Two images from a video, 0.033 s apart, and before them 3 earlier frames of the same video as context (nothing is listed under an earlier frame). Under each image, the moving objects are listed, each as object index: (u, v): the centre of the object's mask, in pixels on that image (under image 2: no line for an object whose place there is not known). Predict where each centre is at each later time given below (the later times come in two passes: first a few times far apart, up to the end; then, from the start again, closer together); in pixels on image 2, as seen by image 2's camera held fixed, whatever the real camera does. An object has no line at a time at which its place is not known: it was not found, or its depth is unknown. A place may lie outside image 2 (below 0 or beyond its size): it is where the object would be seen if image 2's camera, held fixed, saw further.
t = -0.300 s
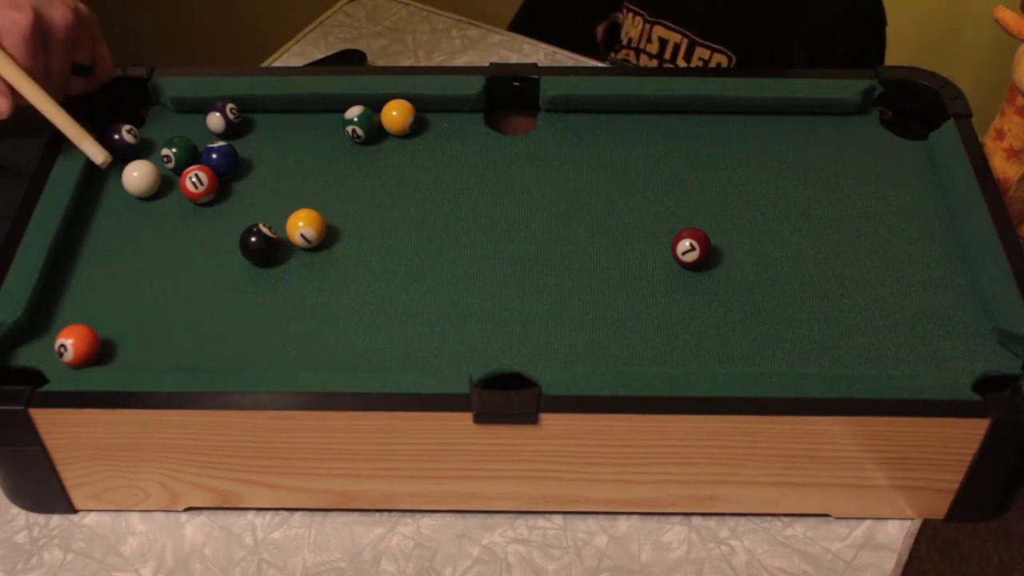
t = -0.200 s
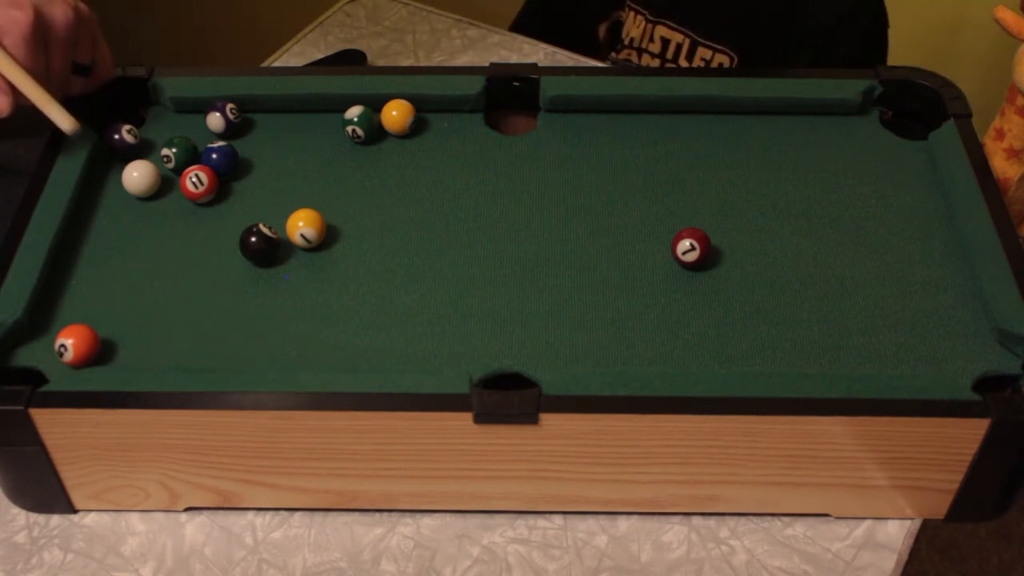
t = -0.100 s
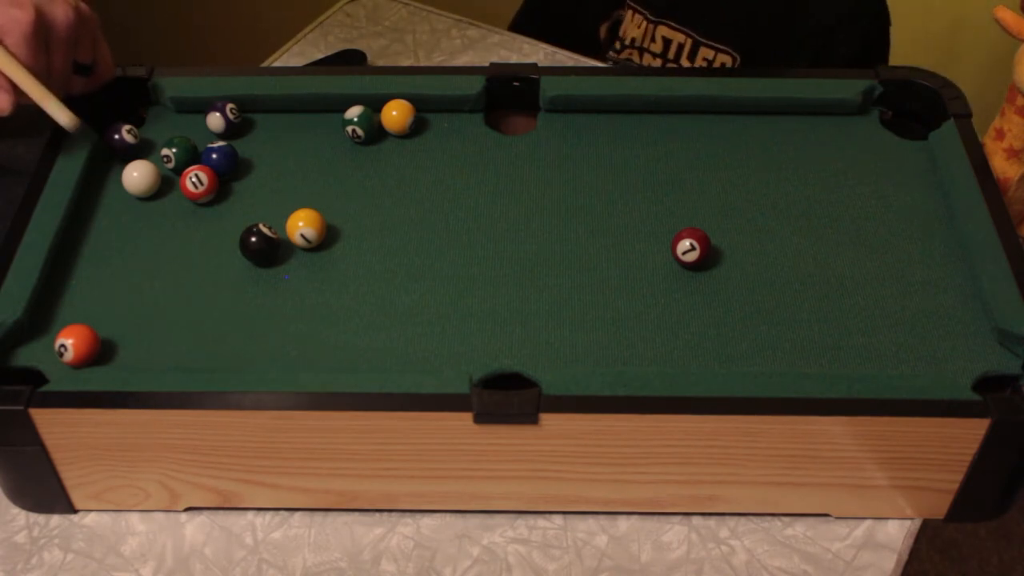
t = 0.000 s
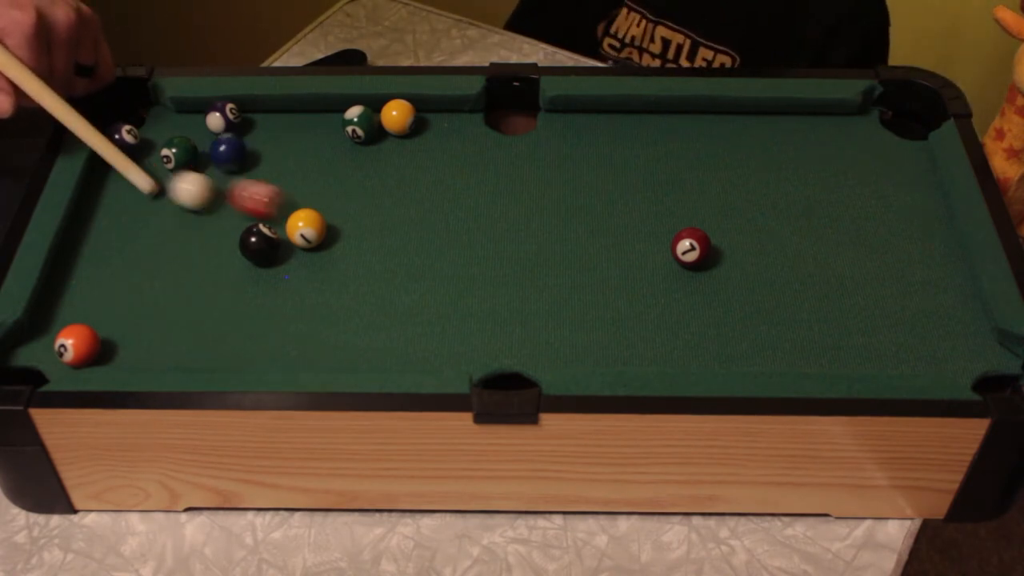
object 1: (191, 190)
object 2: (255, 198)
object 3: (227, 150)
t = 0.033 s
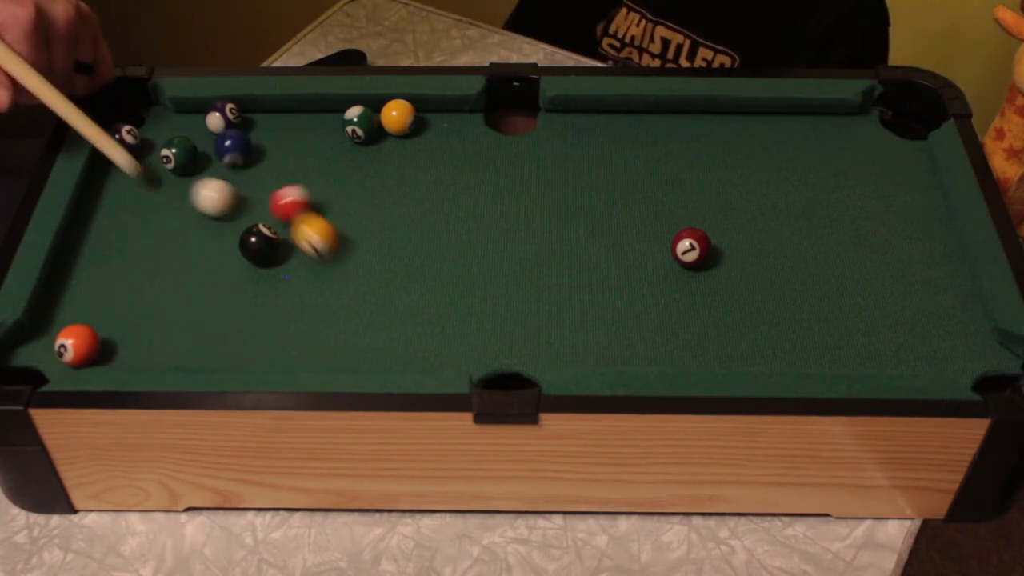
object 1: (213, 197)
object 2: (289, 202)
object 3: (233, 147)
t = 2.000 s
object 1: (799, 345)
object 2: (576, 121)
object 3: (271, 120)
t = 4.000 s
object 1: (799, 345)
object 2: (576, 121)
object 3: (272, 120)
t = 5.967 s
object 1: (799, 345)
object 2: (577, 121)
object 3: (272, 120)
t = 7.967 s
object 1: (799, 345)
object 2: (576, 121)
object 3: (270, 118)
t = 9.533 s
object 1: (799, 345)
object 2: (576, 121)
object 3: (271, 118)
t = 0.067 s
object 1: (232, 203)
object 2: (306, 197)
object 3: (237, 142)
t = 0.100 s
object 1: (252, 207)
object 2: (321, 193)
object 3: (242, 137)
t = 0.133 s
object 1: (272, 212)
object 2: (336, 189)
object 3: (246, 132)
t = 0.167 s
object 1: (290, 220)
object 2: (351, 184)
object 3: (250, 130)
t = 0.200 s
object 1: (309, 226)
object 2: (364, 180)
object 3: (254, 126)
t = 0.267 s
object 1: (347, 237)
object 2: (390, 172)
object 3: (264, 121)
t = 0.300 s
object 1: (364, 243)
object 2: (403, 168)
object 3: (267, 119)
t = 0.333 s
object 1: (382, 248)
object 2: (415, 164)
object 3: (270, 117)
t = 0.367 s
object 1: (400, 254)
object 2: (426, 161)
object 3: (271, 117)
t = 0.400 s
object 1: (418, 260)
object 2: (437, 158)
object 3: (272, 118)
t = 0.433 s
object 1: (435, 265)
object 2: (448, 155)
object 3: (272, 119)
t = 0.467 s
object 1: (452, 270)
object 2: (458, 152)
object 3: (271, 120)
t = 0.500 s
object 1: (468, 275)
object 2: (467, 149)
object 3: (271, 120)
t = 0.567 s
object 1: (501, 284)
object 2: (484, 144)
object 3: (271, 120)
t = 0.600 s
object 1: (516, 289)
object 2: (493, 142)
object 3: (271, 120)
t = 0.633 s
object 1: (531, 293)
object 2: (501, 140)
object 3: (271, 120)
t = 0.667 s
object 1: (546, 297)
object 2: (508, 138)
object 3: (272, 120)
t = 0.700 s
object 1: (560, 302)
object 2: (515, 136)
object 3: (272, 120)
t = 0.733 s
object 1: (575, 306)
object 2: (522, 134)
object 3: (272, 120)
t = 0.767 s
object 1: (588, 309)
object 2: (529, 133)
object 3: (272, 120)
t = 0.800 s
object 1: (602, 313)
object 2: (535, 132)
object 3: (272, 120)
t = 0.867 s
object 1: (628, 320)
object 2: (547, 129)
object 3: (272, 120)
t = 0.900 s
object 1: (640, 323)
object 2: (551, 128)
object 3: (272, 120)
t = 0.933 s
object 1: (652, 326)
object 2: (555, 127)
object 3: (272, 120)
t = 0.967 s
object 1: (663, 329)
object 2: (560, 126)
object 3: (272, 120)
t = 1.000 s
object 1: (674, 331)
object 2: (563, 125)
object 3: (272, 120)
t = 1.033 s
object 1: (685, 333)
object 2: (566, 124)
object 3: (272, 120)
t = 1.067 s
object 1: (695, 336)
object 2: (569, 124)
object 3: (272, 120)
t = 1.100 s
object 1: (705, 338)
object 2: (572, 123)
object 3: (272, 120)
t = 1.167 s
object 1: (722, 341)
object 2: (576, 122)
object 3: (272, 120)
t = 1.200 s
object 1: (730, 342)
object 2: (577, 122)
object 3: (272, 120)
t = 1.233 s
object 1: (738, 344)
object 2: (577, 121)
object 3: (272, 120)
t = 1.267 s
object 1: (746, 345)
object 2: (578, 121)
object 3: (272, 120)
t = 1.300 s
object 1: (753, 346)
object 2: (577, 121)
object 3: (272, 120)
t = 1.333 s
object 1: (759, 346)
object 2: (577, 121)
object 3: (271, 120)
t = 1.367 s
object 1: (765, 347)
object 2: (577, 121)
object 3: (271, 120)
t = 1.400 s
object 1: (771, 347)
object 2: (576, 121)
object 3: (271, 120)
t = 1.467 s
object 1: (781, 348)
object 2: (576, 121)
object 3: (271, 120)
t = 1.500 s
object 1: (785, 348)
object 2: (576, 121)
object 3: (271, 120)
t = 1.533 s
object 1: (789, 348)
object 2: (576, 121)
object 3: (271, 120)
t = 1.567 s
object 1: (792, 347)
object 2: (576, 121)
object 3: (271, 120)
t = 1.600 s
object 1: (794, 347)
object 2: (576, 121)
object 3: (271, 120)
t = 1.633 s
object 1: (796, 346)
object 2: (577, 121)
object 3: (271, 120)
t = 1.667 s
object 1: (798, 346)
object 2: (576, 121)
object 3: (271, 120)
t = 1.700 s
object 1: (799, 345)
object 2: (576, 121)
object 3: (271, 120)
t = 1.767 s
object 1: (800, 344)
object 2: (576, 121)
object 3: (271, 120)
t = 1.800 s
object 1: (800, 344)
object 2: (577, 121)
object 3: (271, 120)
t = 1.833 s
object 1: (799, 344)
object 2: (576, 121)
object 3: (271, 120)
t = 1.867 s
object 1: (799, 345)
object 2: (576, 121)
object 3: (271, 120)
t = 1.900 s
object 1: (799, 345)
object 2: (577, 121)
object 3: (271, 120)
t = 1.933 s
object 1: (799, 345)
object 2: (577, 121)
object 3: (271, 120)
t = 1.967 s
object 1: (799, 345)
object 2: (576, 121)
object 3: (271, 120)
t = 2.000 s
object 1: (799, 345)
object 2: (576, 121)
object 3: (271, 120)
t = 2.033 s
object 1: (799, 345)
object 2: (576, 121)
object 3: (271, 120)
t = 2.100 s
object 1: (799, 345)
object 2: (576, 121)
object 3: (271, 120)
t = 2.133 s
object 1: (799, 345)
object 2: (576, 121)
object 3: (271, 120)
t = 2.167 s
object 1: (799, 345)
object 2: (576, 121)
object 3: (271, 120)
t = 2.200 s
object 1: (799, 345)
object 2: (576, 121)
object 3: (272, 120)
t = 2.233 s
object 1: (799, 345)
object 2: (577, 121)
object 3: (271, 120)
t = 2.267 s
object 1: (799, 345)
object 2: (576, 121)
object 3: (271, 120)
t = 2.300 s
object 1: (799, 345)
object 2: (576, 121)
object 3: (271, 120)
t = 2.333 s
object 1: (799, 345)
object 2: (576, 121)
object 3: (271, 120)
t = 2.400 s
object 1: (799, 345)
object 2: (576, 121)
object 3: (272, 120)
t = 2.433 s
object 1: (799, 345)
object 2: (576, 121)
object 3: (272, 120)
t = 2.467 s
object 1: (799, 345)
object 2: (576, 121)
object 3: (272, 120)
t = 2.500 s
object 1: (799, 345)
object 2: (577, 121)
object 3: (272, 120)
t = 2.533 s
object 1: (799, 345)
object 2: (576, 121)
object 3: (272, 120)
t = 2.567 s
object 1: (799, 345)
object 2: (576, 121)
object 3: (272, 120)
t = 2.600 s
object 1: (799, 345)
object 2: (576, 121)
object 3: (272, 120)
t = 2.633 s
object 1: (799, 345)
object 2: (576, 121)
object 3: (272, 120)
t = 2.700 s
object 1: (799, 345)
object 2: (576, 121)
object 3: (272, 120)
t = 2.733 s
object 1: (799, 345)
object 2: (576, 121)
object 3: (272, 120)
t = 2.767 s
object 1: (799, 345)
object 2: (576, 121)
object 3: (272, 120)
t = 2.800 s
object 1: (799, 345)
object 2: (576, 121)
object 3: (272, 120)
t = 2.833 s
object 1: (799, 345)
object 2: (576, 121)
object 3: (272, 120)
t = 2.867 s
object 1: (799, 345)
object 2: (576, 121)
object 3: (272, 120)
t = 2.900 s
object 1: (799, 345)
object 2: (576, 121)
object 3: (272, 120)
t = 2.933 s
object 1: (799, 345)
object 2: (576, 121)
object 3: (272, 120)
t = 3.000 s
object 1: (799, 345)
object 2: (576, 121)
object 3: (272, 120)
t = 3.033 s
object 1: (799, 345)
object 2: (576, 121)
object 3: (272, 120)
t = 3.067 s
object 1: (799, 345)
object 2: (576, 121)
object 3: (272, 120)
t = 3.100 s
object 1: (799, 345)
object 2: (576, 121)
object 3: (272, 120)
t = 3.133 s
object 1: (799, 345)
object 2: (576, 121)
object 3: (272, 120)
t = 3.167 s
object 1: (799, 345)
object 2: (576, 121)
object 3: (272, 120)
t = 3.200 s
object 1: (799, 345)
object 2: (576, 121)
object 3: (272, 120)
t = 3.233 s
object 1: (799, 345)
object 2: (576, 121)
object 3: (272, 120)
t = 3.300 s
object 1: (799, 345)
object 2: (576, 121)
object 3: (272, 120)
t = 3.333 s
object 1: (799, 345)
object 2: (577, 121)
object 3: (272, 120)
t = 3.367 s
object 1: (799, 345)
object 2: (576, 121)
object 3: (272, 120)
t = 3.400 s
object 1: (799, 345)
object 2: (576, 121)
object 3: (272, 120)
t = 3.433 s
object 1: (799, 345)
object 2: (577, 121)
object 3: (272, 120)
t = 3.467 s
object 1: (799, 345)
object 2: (576, 121)
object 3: (272, 120)
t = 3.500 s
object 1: (799, 345)
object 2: (576, 121)
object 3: (272, 120)
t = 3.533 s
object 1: (799, 345)
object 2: (576, 121)
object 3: (272, 120)
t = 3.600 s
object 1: (799, 345)
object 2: (576, 121)
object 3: (272, 120)
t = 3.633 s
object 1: (799, 345)
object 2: (576, 121)
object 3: (272, 120)
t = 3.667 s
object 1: (799, 345)
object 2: (576, 121)
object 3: (272, 120)
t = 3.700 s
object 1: (799, 345)
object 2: (576, 121)
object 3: (272, 120)
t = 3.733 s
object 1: (799, 345)
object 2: (576, 121)
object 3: (272, 120)
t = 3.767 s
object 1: (799, 345)
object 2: (576, 121)
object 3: (272, 120)
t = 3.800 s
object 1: (799, 345)
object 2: (576, 121)
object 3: (272, 120)
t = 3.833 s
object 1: (799, 345)
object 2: (576, 121)
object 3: (272, 120)
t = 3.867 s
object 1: (799, 345)
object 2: (576, 121)
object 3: (272, 120)
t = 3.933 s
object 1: (799, 345)
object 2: (576, 121)
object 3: (272, 120)
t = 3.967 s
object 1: (799, 345)
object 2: (576, 121)
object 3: (272, 120)
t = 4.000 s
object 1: (799, 345)
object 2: (576, 121)
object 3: (272, 120)
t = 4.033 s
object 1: (799, 345)
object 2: (576, 121)
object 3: (272, 120)
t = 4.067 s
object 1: (799, 345)
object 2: (576, 121)
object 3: (272, 120)
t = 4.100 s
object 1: (799, 345)
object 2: (576, 121)
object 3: (272, 120)
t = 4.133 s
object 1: (799, 345)
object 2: (576, 121)
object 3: (272, 120)
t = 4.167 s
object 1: (799, 345)
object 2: (577, 121)
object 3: (272, 120)
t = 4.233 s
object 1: (799, 345)
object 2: (576, 121)
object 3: (272, 120)
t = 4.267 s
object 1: (799, 345)
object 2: (576, 121)
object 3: (272, 120)
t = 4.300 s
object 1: (799, 345)
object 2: (576, 121)
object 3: (272, 120)
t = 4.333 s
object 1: (799, 345)
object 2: (576, 121)
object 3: (272, 120)
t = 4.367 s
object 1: (799, 345)
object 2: (576, 121)
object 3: (272, 120)
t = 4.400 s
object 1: (799, 345)
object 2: (576, 121)
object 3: (272, 120)
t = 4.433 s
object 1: (799, 345)
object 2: (576, 121)
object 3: (272, 120)
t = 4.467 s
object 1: (799, 345)
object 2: (576, 121)
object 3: (272, 120)
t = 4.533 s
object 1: (799, 345)
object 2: (576, 121)
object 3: (272, 120)
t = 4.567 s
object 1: (799, 345)
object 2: (576, 121)
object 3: (272, 120)
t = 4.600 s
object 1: (799, 345)
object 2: (576, 121)
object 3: (272, 120)
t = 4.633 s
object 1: (799, 345)
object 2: (577, 121)
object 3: (272, 120)
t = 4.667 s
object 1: (799, 345)
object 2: (576, 121)
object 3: (272, 120)
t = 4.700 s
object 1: (799, 345)
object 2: (576, 121)
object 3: (272, 120)
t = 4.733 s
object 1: (799, 345)
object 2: (576, 121)
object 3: (272, 120)
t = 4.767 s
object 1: (799, 345)
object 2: (576, 121)
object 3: (272, 120)
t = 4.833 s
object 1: (799, 345)
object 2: (576, 121)
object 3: (272, 120)
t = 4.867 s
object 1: (799, 345)
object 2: (576, 121)
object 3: (272, 120)
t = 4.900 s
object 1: (799, 345)
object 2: (576, 121)
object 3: (272, 120)
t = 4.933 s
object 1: (799, 345)
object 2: (576, 121)
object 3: (272, 120)
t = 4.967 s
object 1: (799, 345)
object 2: (576, 121)
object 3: (272, 120)
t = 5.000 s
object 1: (799, 345)
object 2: (576, 121)
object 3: (272, 120)
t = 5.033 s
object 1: (799, 345)
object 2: (577, 121)
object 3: (272, 120)
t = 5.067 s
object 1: (799, 345)
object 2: (576, 121)
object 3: (272, 120)
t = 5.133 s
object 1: (799, 345)
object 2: (576, 121)
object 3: (272, 120)
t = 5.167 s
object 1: (799, 345)
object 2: (576, 121)
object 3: (272, 120)
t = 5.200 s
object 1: (799, 345)
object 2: (576, 121)
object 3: (272, 120)
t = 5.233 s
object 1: (799, 345)
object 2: (576, 121)
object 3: (272, 120)
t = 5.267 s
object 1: (799, 345)
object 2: (577, 121)
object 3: (272, 120)
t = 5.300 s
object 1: (799, 345)
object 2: (576, 121)
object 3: (272, 120)
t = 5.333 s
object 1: (799, 345)
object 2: (576, 121)
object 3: (272, 120)
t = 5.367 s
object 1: (799, 345)
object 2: (576, 121)
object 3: (272, 120)
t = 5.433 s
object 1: (799, 345)
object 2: (576, 121)
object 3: (272, 120)
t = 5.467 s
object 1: (799, 345)
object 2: (576, 121)
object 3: (272, 120)
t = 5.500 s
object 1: (799, 345)
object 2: (576, 121)
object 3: (272, 120)
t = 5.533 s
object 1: (799, 345)
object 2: (576, 121)
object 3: (272, 120)
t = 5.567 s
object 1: (799, 345)
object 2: (576, 121)
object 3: (272, 120)
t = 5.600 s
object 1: (799, 345)
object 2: (576, 121)
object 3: (272, 120)
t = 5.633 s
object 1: (799, 345)
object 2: (576, 121)
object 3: (272, 120)
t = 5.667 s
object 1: (799, 345)
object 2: (577, 121)
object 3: (272, 120)
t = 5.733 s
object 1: (799, 345)
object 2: (576, 121)
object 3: (272, 120)
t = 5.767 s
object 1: (799, 345)
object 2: (576, 121)
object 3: (272, 120)
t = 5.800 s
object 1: (799, 345)
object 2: (576, 121)
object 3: (272, 120)
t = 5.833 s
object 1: (799, 345)
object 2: (576, 121)
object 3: (272, 120)
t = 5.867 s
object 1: (799, 345)
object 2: (576, 121)
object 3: (272, 120)
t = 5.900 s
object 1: (799, 345)
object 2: (576, 121)
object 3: (272, 120)
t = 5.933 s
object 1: (799, 345)
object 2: (576, 121)
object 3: (272, 120)
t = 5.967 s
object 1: (799, 345)
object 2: (577, 121)
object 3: (272, 120)
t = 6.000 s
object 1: (799, 345)
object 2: (576, 121)
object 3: (272, 120)
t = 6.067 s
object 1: (799, 345)
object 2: (576, 121)
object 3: (272, 120)
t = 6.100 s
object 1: (799, 345)
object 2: (576, 121)
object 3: (272, 120)
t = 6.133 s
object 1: (799, 345)
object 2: (576, 121)
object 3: (272, 120)
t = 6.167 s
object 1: (799, 345)
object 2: (576, 121)
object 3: (272, 120)
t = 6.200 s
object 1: (799, 345)
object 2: (576, 121)
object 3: (272, 120)
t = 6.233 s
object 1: (799, 345)
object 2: (576, 121)
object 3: (272, 120)
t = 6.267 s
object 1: (799, 345)
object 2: (576, 121)
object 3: (272, 120)
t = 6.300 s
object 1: (799, 345)
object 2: (576, 121)
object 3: (272, 120)
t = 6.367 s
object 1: (799, 345)
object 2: (576, 121)
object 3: (272, 120)
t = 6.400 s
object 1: (799, 345)
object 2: (576, 121)
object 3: (272, 120)
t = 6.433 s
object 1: (799, 345)
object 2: (576, 121)
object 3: (272, 120)
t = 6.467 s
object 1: (799, 345)
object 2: (576, 121)
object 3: (272, 120)
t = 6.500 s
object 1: (799, 345)
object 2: (576, 121)
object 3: (272, 120)
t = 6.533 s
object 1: (799, 345)
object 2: (576, 121)
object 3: (272, 120)
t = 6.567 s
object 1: (799, 345)
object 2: (576, 121)
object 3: (272, 120)
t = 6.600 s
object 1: (799, 345)
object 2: (576, 121)
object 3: (272, 120)
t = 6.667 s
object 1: (799, 345)
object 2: (576, 121)
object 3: (271, 119)
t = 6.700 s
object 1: (799, 345)
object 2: (576, 121)
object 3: (271, 119)
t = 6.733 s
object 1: (799, 345)
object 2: (576, 121)
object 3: (271, 119)
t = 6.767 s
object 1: (799, 345)
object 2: (576, 121)
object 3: (271, 119)
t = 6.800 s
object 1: (799, 345)
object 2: (576, 121)
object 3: (271, 119)
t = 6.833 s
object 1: (799, 345)
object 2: (576, 121)
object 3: (271, 119)
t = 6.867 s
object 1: (799, 345)
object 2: (576, 121)
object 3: (271, 119)
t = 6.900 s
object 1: (799, 345)
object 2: (576, 121)
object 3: (271, 119)
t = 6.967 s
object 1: (799, 345)
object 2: (576, 121)
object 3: (271, 119)
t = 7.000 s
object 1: (799, 345)
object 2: (576, 121)
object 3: (271, 119)
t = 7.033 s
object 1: (799, 345)
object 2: (576, 121)
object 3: (271, 119)
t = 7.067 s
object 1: (799, 345)
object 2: (576, 121)
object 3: (271, 119)
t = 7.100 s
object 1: (799, 345)
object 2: (576, 121)
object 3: (271, 119)
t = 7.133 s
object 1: (799, 345)
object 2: (576, 121)
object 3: (271, 119)
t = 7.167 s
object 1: (799, 345)
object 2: (576, 121)
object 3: (270, 119)
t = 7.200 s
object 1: (799, 345)
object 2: (576, 121)
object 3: (270, 119)
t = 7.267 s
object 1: (799, 345)
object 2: (576, 121)
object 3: (270, 118)
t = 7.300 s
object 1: (799, 345)
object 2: (576, 121)
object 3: (270, 118)
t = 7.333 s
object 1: (799, 345)
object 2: (576, 121)
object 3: (270, 118)
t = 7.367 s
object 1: (799, 345)
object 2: (576, 121)
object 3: (270, 118)
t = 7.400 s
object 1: (799, 345)
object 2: (576, 121)
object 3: (270, 118)
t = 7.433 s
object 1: (799, 345)
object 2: (576, 121)
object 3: (270, 118)
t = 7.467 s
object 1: (799, 345)
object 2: (576, 121)
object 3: (270, 118)
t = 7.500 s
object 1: (799, 345)
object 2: (576, 121)
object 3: (270, 118)
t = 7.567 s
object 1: (799, 345)
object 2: (576, 121)
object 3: (270, 118)
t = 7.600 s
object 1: (799, 345)
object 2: (576, 121)
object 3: (270, 118)
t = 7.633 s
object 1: (799, 345)
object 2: (576, 121)
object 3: (270, 118)
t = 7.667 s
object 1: (799, 345)
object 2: (576, 121)
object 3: (270, 118)
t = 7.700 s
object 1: (799, 345)
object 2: (576, 121)
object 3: (270, 118)
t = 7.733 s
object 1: (799, 345)
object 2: (576, 121)
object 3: (270, 118)
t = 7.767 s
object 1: (799, 345)
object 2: (576, 121)
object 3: (270, 118)
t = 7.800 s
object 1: (799, 345)
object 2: (576, 121)
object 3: (270, 118)
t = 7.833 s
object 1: (799, 345)
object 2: (576, 121)
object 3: (270, 118)
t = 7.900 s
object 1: (799, 345)
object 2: (576, 121)
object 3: (270, 118)
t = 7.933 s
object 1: (799, 345)
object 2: (576, 121)
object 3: (270, 118)
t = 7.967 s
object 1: (799, 345)
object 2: (576, 121)
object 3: (270, 118)
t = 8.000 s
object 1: (799, 345)
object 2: (576, 121)
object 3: (270, 118)
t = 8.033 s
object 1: (799, 345)
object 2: (576, 121)
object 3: (270, 118)
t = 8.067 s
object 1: (799, 345)
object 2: (576, 121)
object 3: (270, 118)
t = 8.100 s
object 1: (799, 345)
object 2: (576, 121)
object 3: (270, 118)
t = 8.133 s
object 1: (799, 345)
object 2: (576, 121)
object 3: (270, 118)
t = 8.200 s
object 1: (799, 345)
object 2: (576, 121)
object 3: (270, 118)
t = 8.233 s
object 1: (799, 345)
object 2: (576, 121)
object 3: (270, 118)
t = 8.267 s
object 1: (799, 345)
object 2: (576, 121)
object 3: (270, 118)
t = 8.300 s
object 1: (799, 345)
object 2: (576, 121)
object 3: (270, 118)
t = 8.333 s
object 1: (799, 345)
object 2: (576, 121)
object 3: (270, 118)
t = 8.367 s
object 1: (799, 345)
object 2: (576, 121)
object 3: (270, 118)
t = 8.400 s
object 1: (799, 345)
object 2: (576, 121)
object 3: (270, 118)
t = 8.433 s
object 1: (799, 345)
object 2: (576, 121)
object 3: (270, 118)
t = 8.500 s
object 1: (799, 345)
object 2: (576, 121)
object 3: (271, 118)
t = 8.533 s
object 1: (799, 345)
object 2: (576, 121)
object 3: (270, 118)
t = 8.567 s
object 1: (799, 345)
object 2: (576, 121)
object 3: (271, 119)
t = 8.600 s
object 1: (799, 345)
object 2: (576, 121)
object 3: (270, 118)
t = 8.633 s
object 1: (799, 345)
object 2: (576, 121)
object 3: (270, 118)
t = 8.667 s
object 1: (799, 345)
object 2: (576, 121)
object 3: (271, 119)
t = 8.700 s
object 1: (799, 345)
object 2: (576, 121)
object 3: (271, 118)
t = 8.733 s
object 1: (799, 345)
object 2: (576, 121)
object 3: (270, 118)
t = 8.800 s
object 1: (799, 345)
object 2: (576, 121)
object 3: (271, 119)
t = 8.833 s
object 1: (799, 345)
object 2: (576, 121)
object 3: (271, 118)
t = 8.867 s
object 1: (799, 345)
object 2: (576, 121)
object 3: (271, 119)
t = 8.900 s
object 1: (799, 345)
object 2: (576, 121)
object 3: (271, 118)
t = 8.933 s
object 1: (799, 345)
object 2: (576, 121)
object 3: (271, 119)
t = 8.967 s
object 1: (799, 345)
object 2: (576, 121)
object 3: (271, 118)
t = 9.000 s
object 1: (799, 345)
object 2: (576, 121)
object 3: (271, 119)
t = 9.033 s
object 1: (799, 345)
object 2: (576, 121)
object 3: (271, 118)
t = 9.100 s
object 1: (799, 345)
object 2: (576, 121)
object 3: (271, 119)
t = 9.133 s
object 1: (799, 345)
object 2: (576, 121)
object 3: (271, 118)
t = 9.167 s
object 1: (799, 345)
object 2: (576, 121)
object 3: (271, 119)
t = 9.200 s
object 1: (799, 345)
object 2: (576, 121)
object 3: (271, 119)
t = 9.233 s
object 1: (799, 345)
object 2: (576, 121)
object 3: (271, 118)
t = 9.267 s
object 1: (799, 345)
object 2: (576, 121)
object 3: (271, 119)
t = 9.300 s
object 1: (799, 345)
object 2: (576, 121)
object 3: (271, 118)
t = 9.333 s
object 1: (799, 345)
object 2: (576, 121)
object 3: (271, 118)
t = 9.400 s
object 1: (799, 345)
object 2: (576, 121)
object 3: (271, 119)
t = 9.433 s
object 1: (799, 345)
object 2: (576, 121)
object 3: (271, 118)
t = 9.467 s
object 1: (799, 345)
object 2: (576, 121)
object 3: (271, 118)
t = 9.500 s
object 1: (799, 345)
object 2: (576, 121)
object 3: (271, 119)
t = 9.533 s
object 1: (799, 345)
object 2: (576, 121)
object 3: (271, 118)
